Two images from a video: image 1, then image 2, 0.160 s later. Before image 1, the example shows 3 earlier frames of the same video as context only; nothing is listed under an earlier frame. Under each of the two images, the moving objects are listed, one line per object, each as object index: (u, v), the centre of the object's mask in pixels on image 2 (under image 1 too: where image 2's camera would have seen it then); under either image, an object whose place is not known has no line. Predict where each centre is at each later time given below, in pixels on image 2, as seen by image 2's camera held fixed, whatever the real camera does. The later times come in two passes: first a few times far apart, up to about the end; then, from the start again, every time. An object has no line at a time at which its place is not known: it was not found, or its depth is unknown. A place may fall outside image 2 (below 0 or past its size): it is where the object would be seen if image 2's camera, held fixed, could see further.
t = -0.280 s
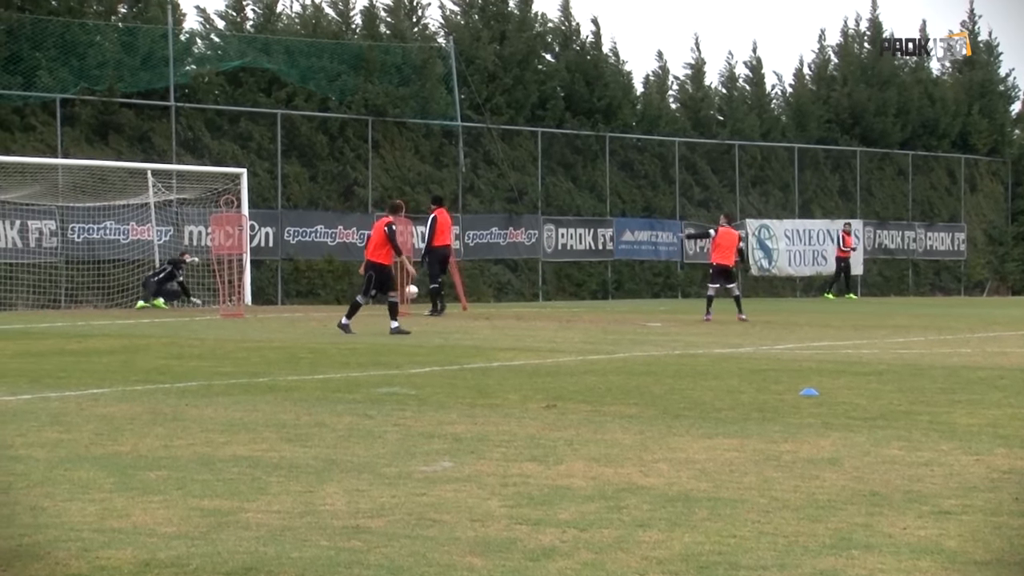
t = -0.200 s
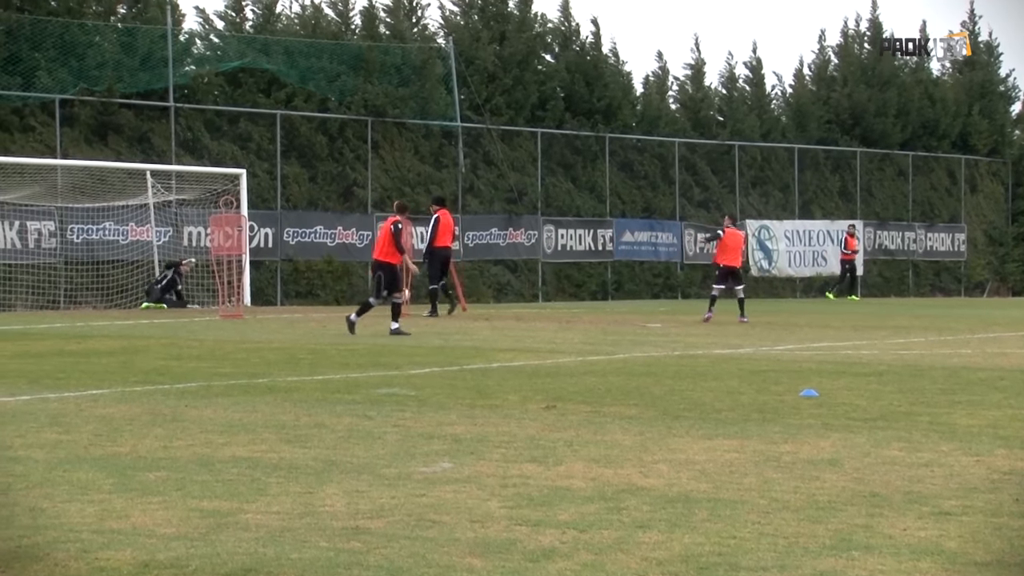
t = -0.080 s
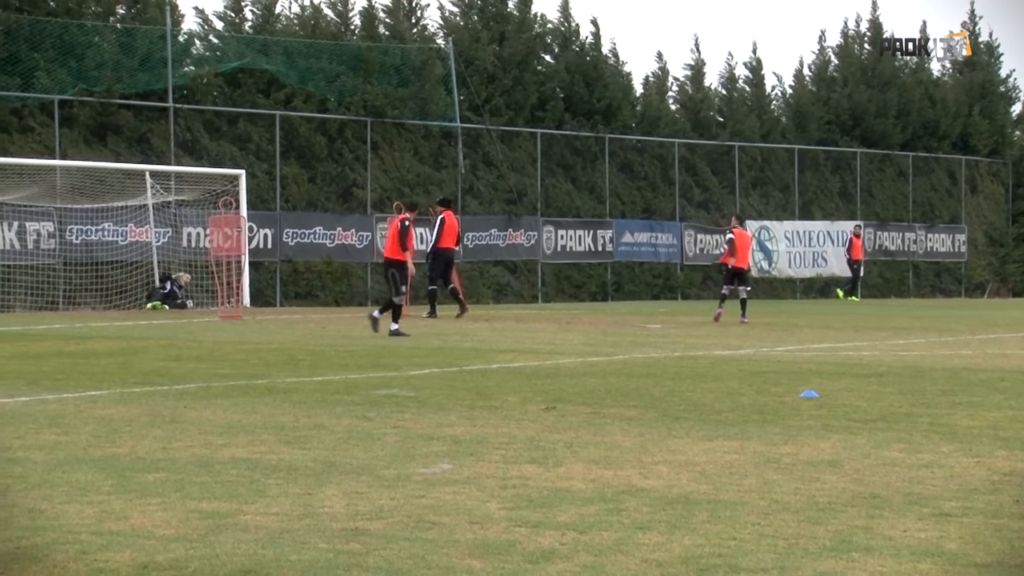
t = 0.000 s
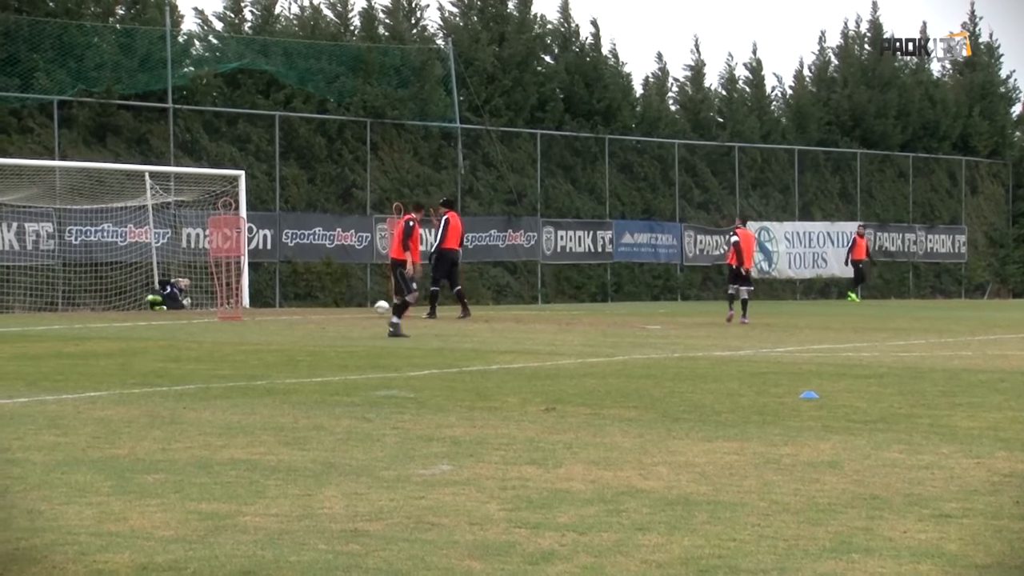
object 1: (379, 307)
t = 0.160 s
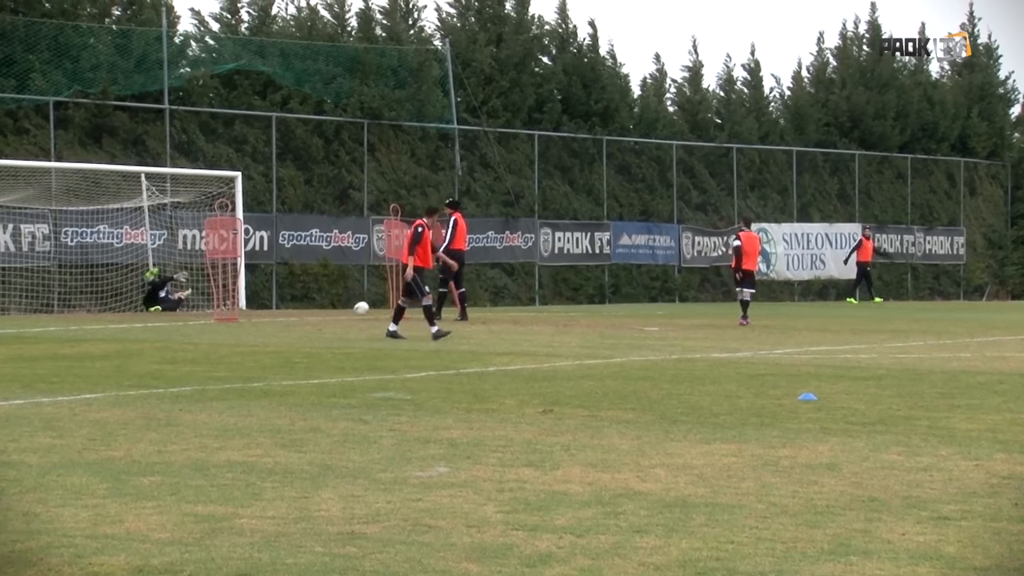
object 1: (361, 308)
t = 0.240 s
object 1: (352, 313)
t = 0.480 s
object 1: (325, 314)
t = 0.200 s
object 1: (356, 310)
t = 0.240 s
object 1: (352, 313)
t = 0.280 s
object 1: (347, 312)
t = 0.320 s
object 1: (343, 310)
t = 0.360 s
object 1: (339, 310)
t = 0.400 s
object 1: (333, 311)
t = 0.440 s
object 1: (330, 314)
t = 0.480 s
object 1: (325, 314)
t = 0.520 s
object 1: (321, 313)
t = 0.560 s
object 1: (316, 313)
